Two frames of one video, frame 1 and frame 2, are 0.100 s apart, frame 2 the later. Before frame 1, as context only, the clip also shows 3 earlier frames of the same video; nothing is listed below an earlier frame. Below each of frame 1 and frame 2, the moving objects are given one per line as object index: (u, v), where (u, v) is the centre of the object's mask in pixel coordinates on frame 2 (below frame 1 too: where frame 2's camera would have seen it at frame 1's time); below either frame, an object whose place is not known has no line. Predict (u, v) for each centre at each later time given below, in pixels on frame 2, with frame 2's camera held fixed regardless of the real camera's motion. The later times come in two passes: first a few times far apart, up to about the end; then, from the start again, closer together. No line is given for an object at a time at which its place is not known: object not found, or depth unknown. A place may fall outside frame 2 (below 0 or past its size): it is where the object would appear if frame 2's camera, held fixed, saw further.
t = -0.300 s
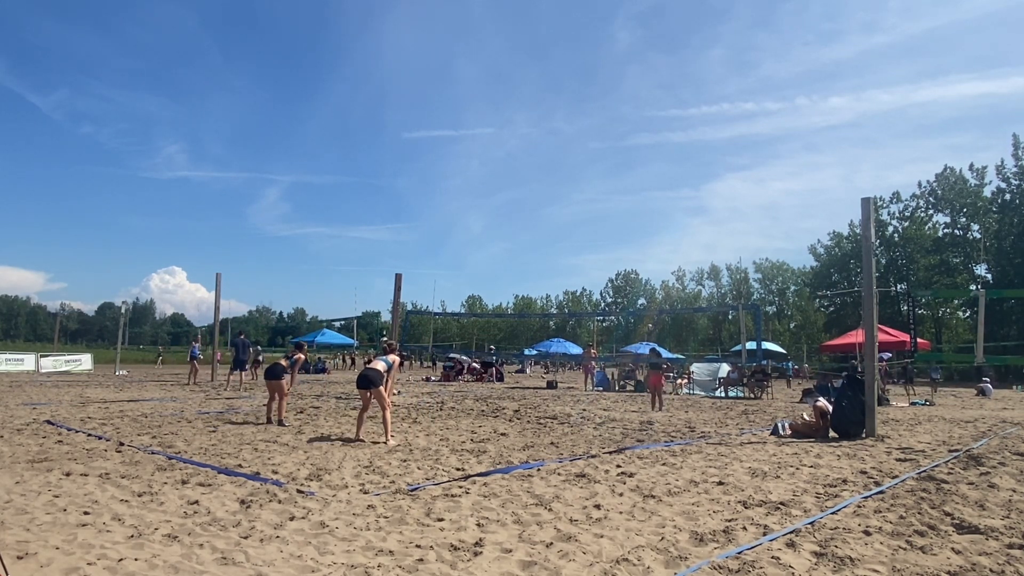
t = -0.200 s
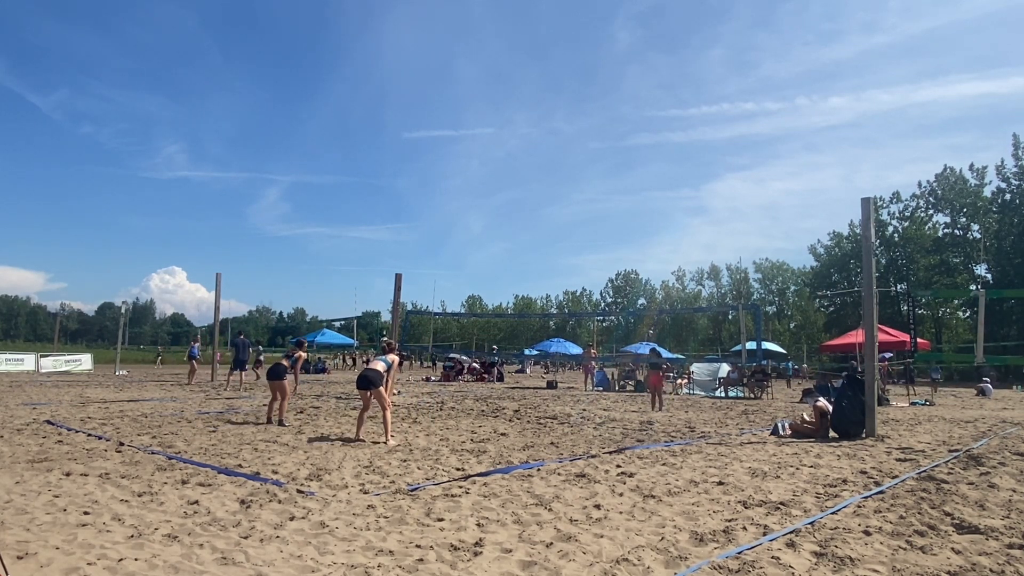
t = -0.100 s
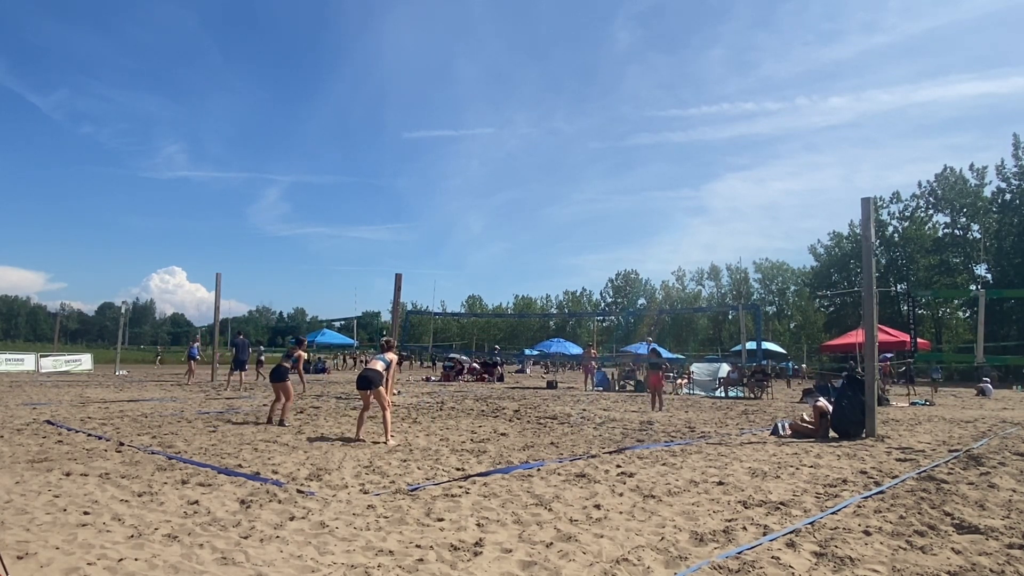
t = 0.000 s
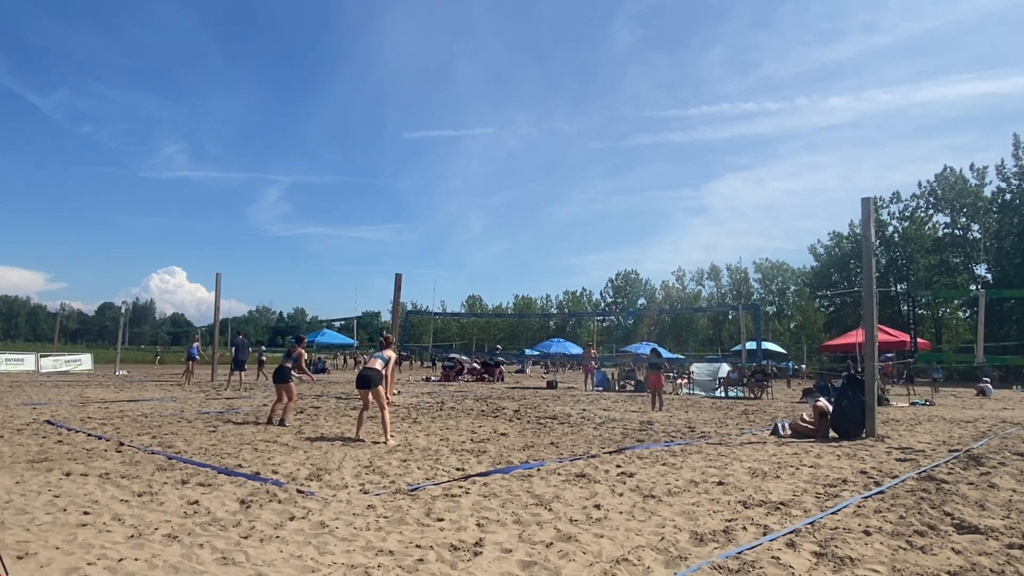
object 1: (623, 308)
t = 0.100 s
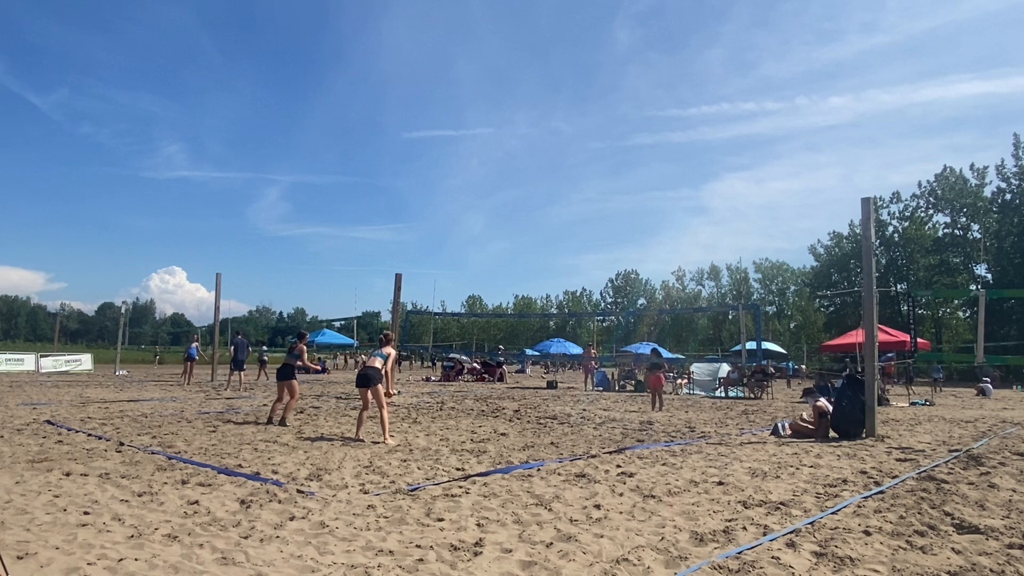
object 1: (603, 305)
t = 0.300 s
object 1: (561, 283)
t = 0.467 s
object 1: (517, 268)
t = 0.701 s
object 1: (453, 259)
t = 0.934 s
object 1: (376, 272)
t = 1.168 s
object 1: (278, 316)
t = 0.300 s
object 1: (561, 283)
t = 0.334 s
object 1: (552, 279)
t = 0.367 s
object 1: (545, 276)
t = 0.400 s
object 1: (536, 273)
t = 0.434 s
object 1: (528, 270)
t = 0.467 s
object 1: (517, 268)
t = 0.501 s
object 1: (510, 266)
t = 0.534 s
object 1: (501, 264)
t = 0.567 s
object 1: (492, 262)
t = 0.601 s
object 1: (482, 261)
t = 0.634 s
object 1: (472, 260)
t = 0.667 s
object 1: (463, 260)
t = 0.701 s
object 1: (453, 259)
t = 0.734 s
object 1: (443, 260)
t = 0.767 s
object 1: (432, 260)
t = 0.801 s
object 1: (422, 262)
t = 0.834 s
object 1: (411, 263)
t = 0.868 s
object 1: (399, 266)
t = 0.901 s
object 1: (388, 268)
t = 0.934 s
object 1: (376, 272)
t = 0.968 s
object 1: (363, 276)
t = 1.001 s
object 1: (351, 281)
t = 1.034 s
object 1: (337, 286)
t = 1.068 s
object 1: (323, 292)
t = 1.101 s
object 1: (309, 299)
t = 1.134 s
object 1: (293, 307)
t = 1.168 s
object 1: (278, 316)
